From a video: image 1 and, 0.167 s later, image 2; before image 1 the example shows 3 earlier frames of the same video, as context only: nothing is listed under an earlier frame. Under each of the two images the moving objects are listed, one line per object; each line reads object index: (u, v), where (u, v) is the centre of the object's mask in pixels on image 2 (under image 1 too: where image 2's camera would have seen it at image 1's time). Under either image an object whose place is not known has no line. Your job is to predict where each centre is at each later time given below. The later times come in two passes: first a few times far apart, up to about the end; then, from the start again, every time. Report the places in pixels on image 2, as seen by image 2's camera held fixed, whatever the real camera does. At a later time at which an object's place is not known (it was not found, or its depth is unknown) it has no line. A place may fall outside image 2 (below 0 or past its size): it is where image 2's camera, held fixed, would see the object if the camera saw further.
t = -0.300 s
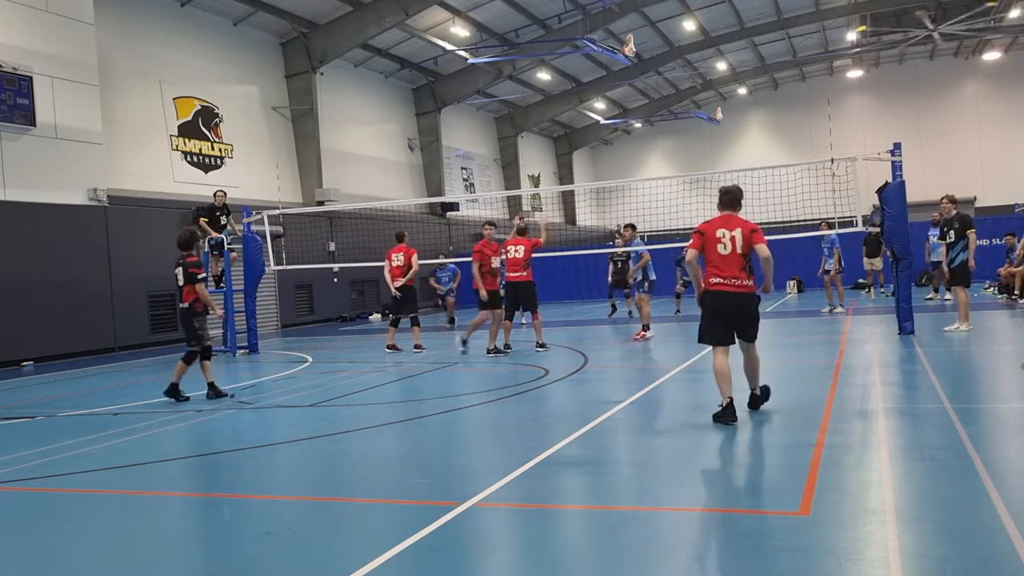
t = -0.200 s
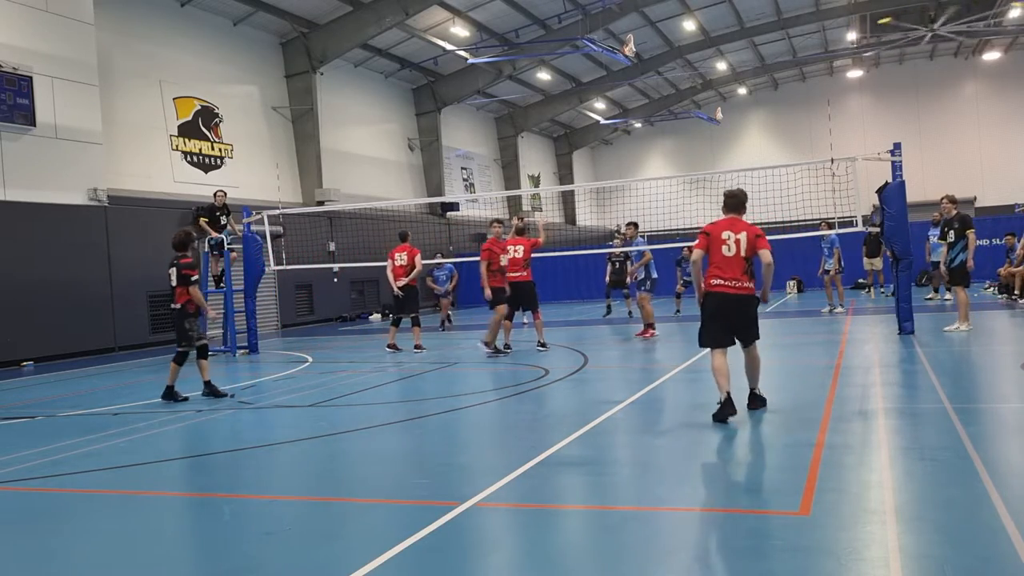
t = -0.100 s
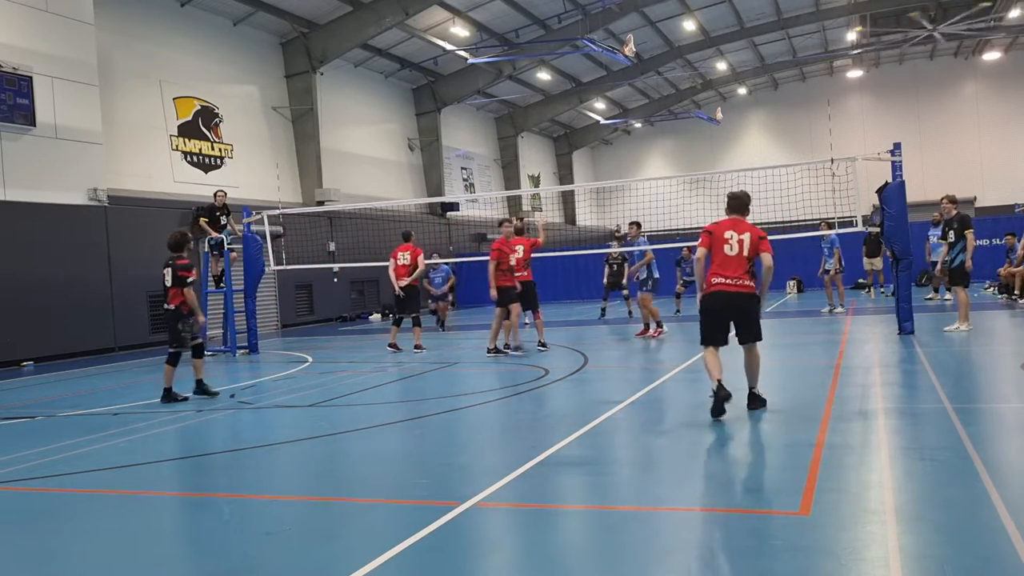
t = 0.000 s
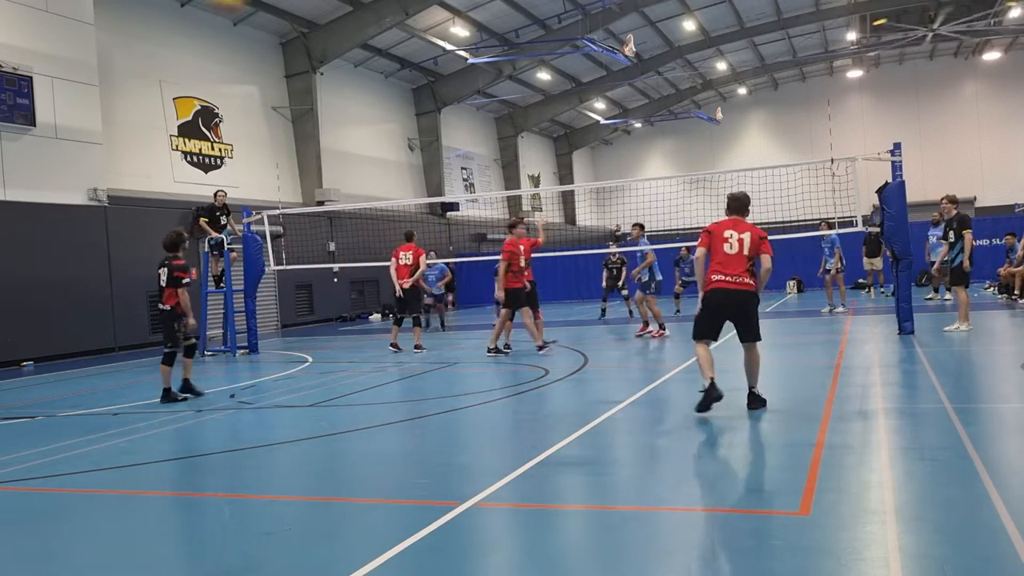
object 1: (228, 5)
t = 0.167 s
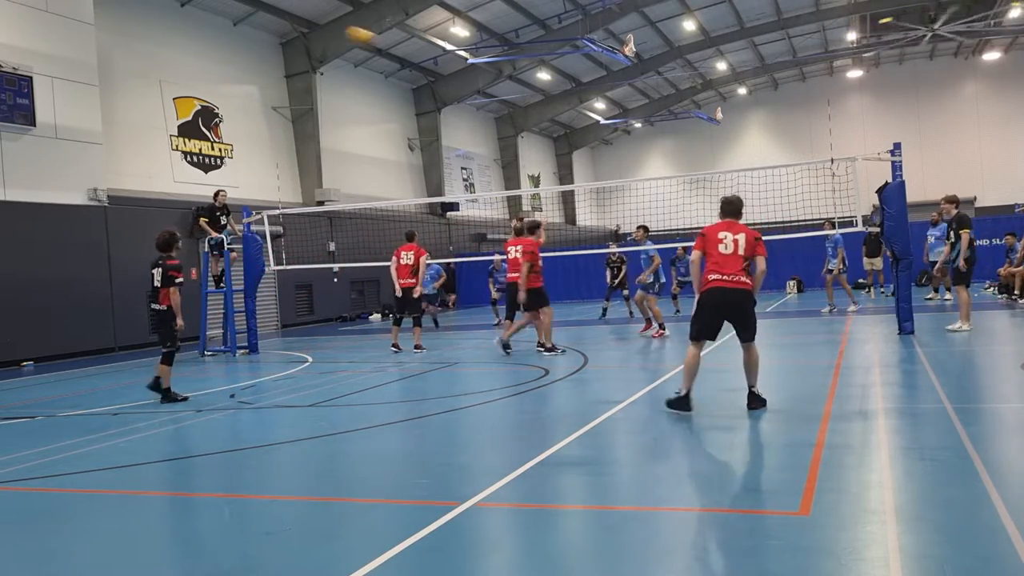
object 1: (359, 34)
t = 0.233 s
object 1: (403, 53)
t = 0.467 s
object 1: (505, 112)
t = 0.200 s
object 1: (382, 43)
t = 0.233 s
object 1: (403, 53)
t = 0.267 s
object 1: (421, 62)
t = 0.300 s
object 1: (437, 70)
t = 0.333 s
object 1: (453, 78)
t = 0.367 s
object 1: (467, 86)
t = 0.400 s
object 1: (480, 94)
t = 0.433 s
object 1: (494, 103)
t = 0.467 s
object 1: (505, 112)
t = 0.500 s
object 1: (516, 121)
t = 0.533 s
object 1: (525, 131)
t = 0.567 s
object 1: (537, 140)
